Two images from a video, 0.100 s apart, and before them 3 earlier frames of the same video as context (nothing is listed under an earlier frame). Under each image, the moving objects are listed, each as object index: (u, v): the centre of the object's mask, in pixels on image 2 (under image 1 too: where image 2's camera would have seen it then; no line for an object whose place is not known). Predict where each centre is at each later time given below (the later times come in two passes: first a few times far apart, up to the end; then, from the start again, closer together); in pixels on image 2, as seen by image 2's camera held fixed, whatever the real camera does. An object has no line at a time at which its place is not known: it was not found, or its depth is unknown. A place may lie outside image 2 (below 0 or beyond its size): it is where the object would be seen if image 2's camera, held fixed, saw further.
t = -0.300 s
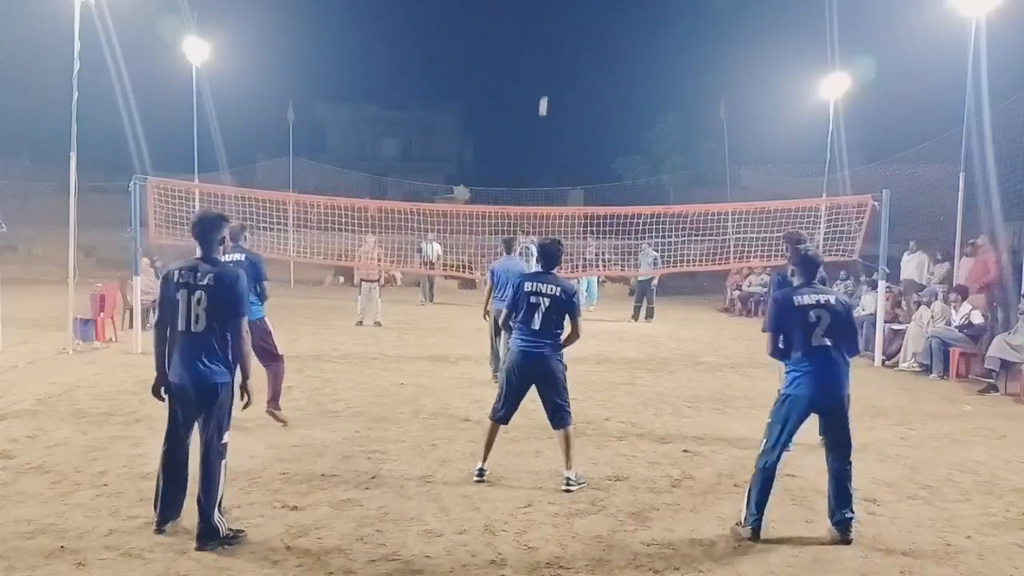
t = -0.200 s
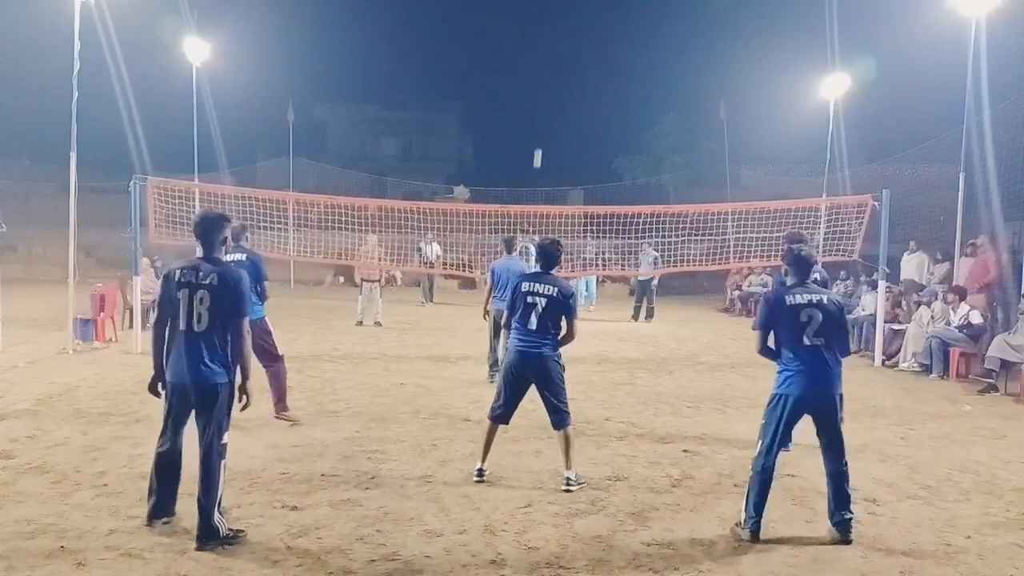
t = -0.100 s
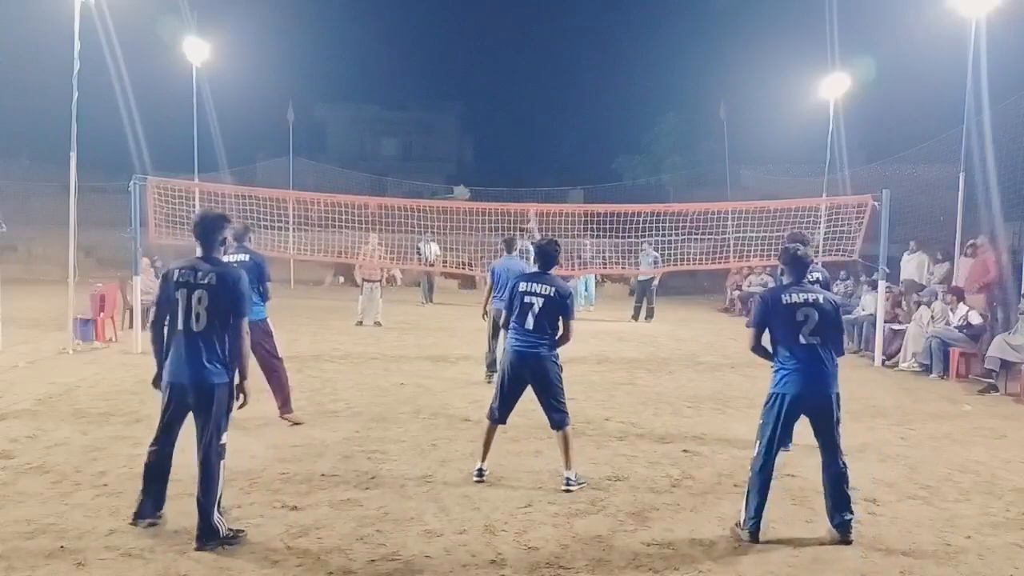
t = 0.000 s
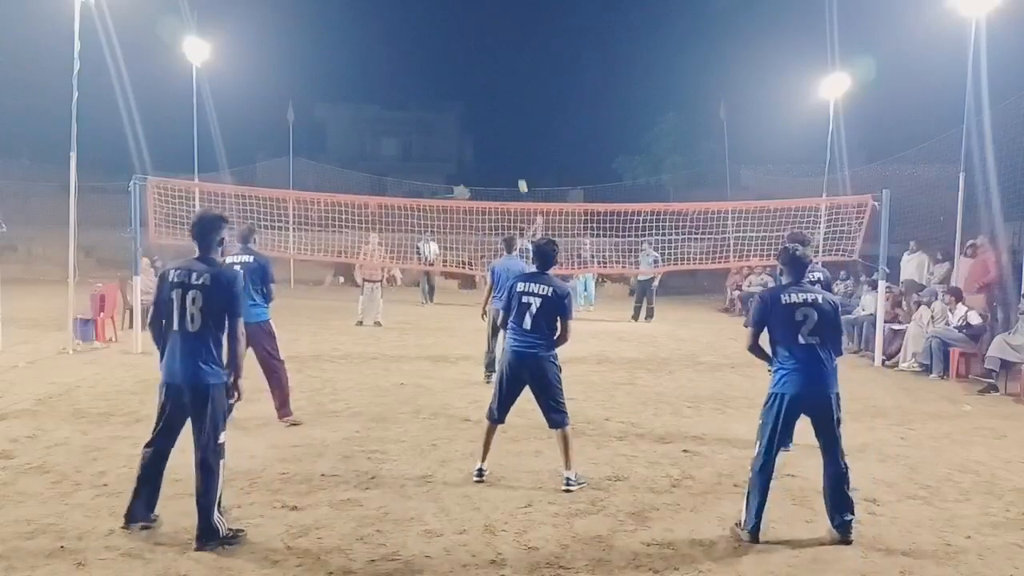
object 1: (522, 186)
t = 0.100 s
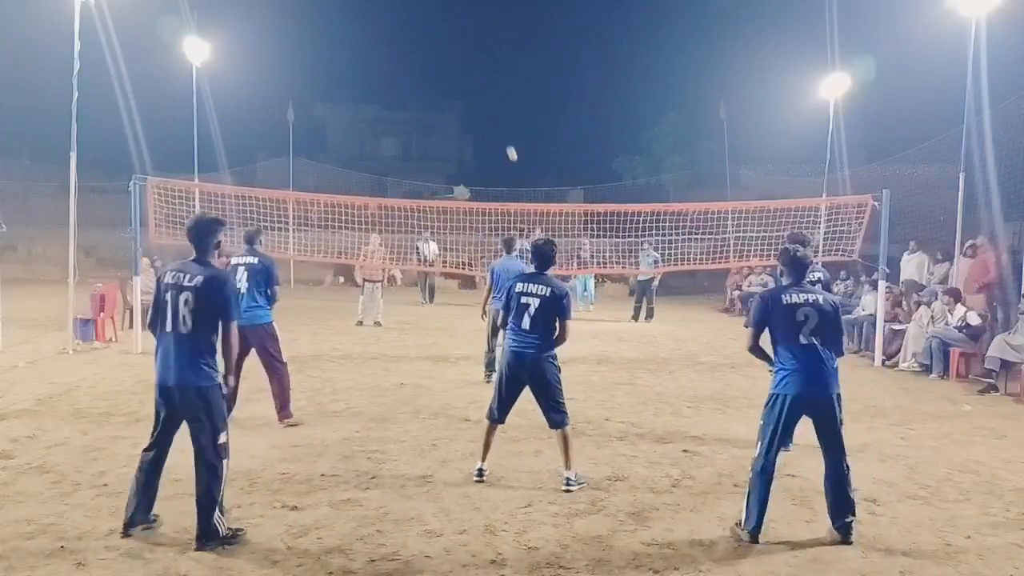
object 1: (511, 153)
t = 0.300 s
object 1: (485, 96)
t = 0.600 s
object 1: (432, 35)
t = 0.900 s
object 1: (355, 23)
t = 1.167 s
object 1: (255, 89)
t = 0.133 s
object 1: (508, 144)
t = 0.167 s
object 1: (504, 133)
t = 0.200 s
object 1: (499, 123)
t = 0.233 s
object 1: (495, 114)
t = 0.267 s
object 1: (490, 105)
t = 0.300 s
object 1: (485, 96)
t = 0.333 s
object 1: (480, 87)
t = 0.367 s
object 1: (475, 80)
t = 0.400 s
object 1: (470, 72)
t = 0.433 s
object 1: (464, 64)
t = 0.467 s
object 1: (458, 57)
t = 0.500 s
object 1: (452, 51)
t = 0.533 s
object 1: (446, 45)
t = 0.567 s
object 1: (439, 39)
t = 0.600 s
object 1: (432, 35)
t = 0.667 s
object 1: (417, 27)
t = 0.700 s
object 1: (410, 24)
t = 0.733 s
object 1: (401, 22)
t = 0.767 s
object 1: (392, 20)
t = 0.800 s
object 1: (384, 20)
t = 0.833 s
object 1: (374, 20)
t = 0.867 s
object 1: (364, 21)
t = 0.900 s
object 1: (355, 23)
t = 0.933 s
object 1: (343, 27)
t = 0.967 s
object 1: (332, 32)
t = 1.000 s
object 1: (321, 37)
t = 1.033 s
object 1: (309, 45)
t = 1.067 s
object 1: (296, 54)
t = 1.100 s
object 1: (284, 64)
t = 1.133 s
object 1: (269, 77)
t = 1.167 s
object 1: (255, 89)
